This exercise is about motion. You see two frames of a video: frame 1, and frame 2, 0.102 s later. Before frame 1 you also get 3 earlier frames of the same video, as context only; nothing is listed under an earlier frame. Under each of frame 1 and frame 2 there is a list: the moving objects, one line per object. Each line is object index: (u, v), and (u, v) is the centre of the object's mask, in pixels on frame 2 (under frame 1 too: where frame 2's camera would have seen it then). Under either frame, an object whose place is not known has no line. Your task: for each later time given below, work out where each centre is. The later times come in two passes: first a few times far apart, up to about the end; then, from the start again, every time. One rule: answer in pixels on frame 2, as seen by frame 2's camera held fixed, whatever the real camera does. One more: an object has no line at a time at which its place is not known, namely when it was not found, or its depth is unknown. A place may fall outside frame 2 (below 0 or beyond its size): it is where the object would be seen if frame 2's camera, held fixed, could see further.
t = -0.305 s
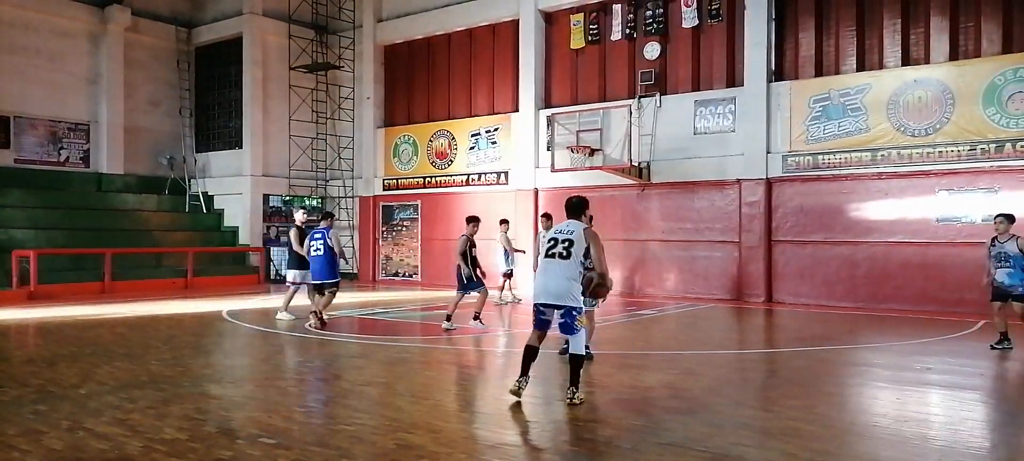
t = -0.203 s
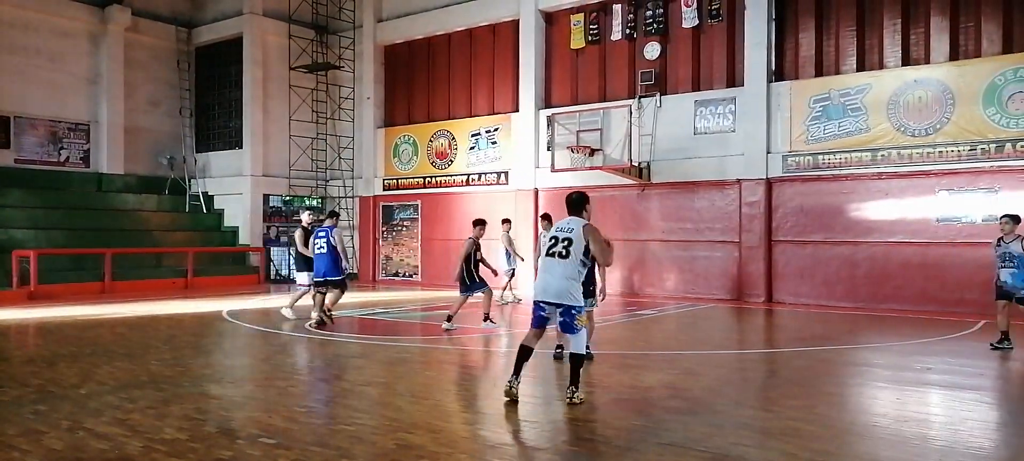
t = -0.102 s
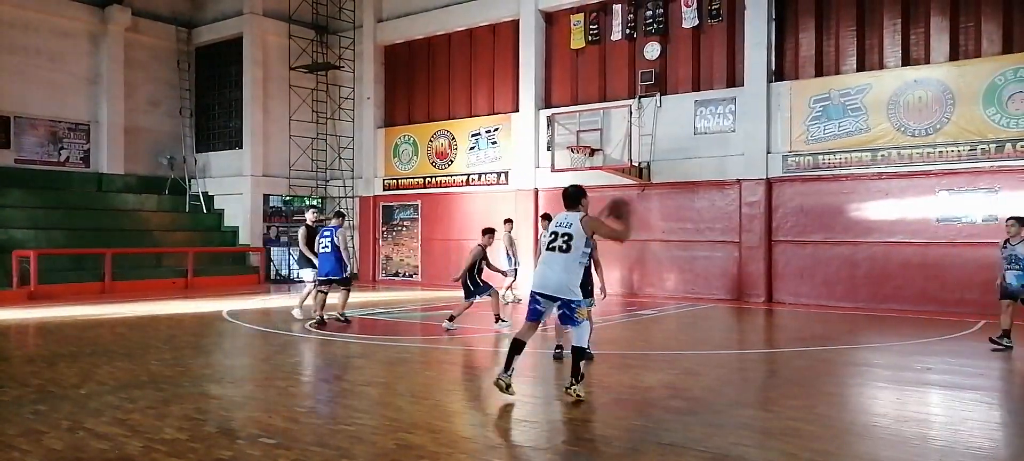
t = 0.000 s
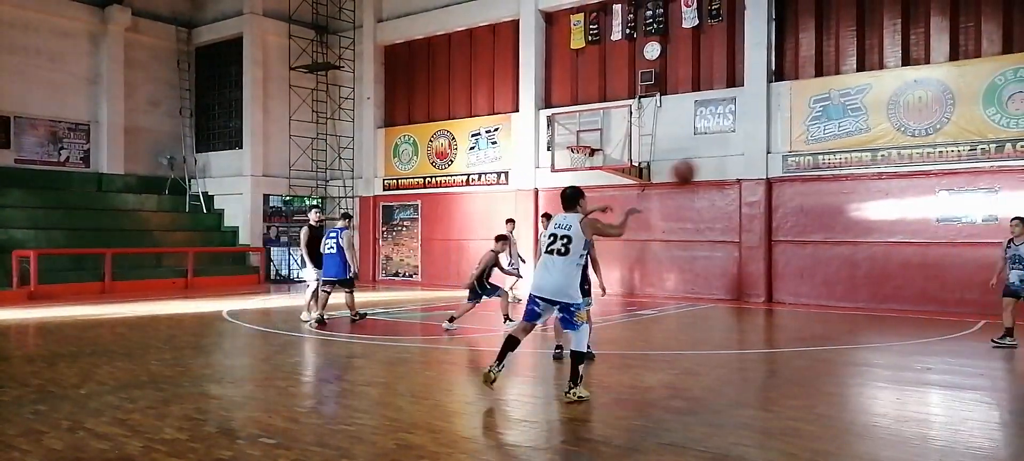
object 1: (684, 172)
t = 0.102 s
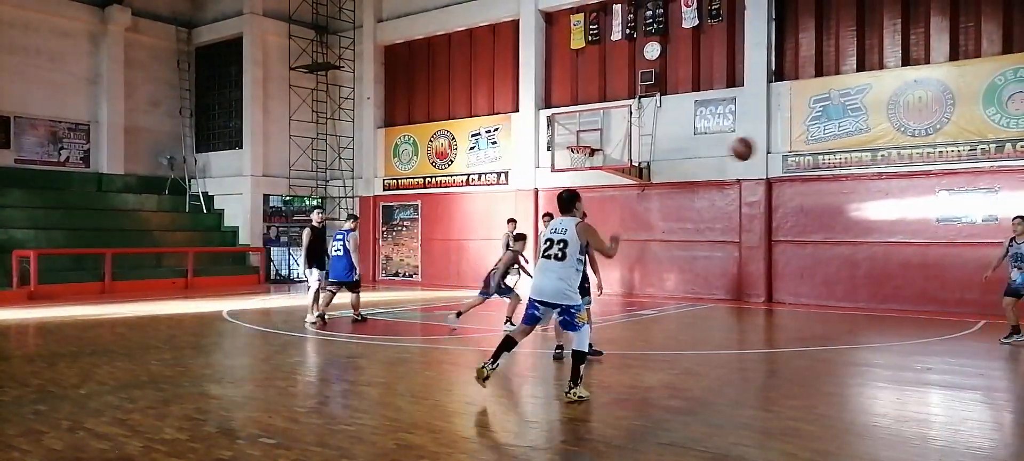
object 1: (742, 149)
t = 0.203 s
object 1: (795, 139)
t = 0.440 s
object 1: (896, 154)
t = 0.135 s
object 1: (761, 144)
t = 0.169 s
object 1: (777, 141)
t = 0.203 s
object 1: (795, 139)
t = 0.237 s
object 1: (811, 137)
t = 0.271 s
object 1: (827, 138)
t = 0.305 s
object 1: (842, 139)
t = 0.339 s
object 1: (856, 141)
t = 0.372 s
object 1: (870, 144)
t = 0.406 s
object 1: (883, 149)
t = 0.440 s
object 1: (896, 154)
